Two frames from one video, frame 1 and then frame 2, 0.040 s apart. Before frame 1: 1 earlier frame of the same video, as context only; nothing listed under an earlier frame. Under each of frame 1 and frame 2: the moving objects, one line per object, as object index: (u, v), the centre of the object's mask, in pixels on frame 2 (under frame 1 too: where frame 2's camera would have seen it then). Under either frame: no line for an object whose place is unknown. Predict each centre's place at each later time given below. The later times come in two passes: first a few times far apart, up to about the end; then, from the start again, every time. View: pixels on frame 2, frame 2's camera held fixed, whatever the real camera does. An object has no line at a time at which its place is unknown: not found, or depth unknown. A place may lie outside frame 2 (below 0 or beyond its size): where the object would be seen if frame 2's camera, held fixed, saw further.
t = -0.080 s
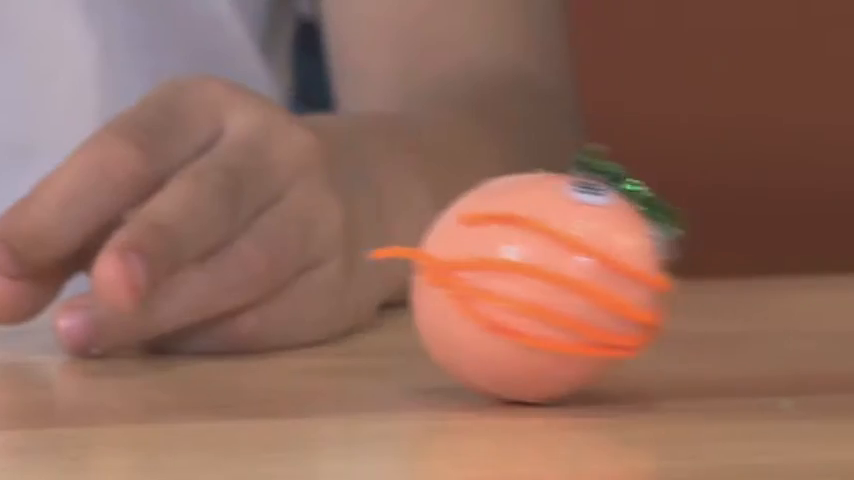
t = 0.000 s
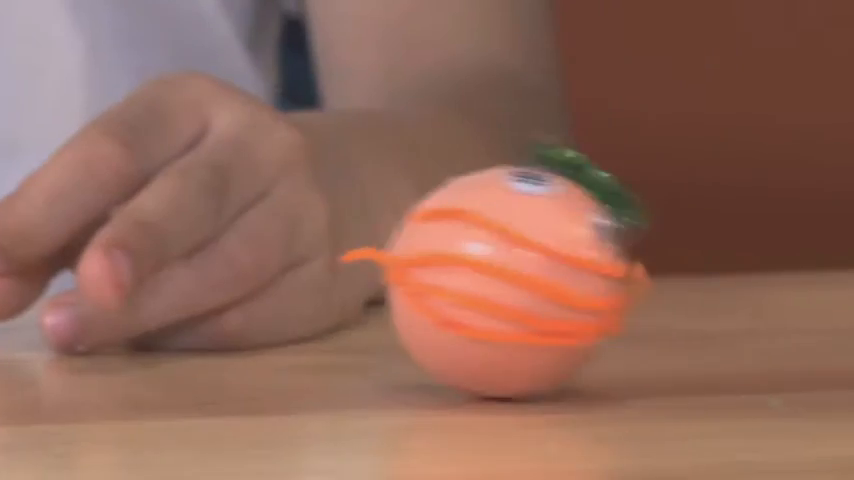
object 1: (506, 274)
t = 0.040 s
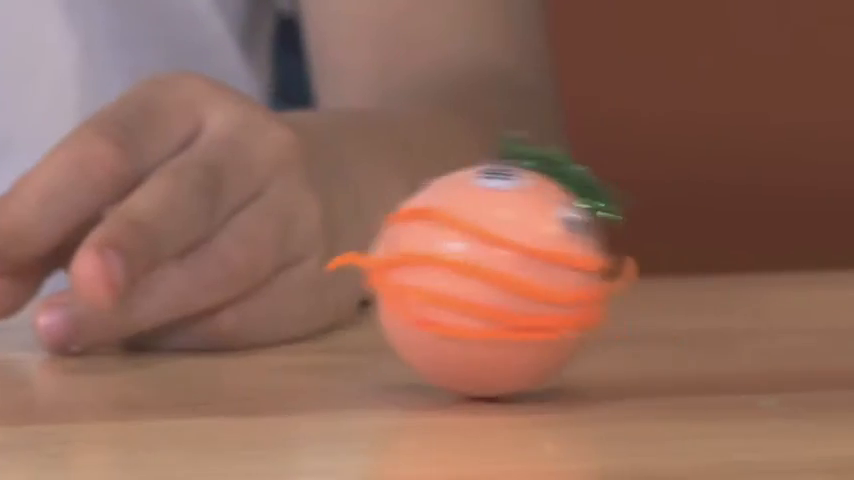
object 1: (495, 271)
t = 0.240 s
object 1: (423, 262)
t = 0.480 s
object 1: (362, 258)
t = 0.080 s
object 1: (481, 269)
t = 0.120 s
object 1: (469, 267)
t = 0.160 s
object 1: (453, 266)
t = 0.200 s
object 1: (438, 263)
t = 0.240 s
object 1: (423, 262)
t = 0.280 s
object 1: (408, 261)
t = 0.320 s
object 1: (395, 261)
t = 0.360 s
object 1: (384, 262)
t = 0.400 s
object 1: (374, 261)
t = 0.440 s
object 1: (366, 259)
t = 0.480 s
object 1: (362, 258)
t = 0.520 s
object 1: (359, 255)
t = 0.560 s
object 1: (359, 253)
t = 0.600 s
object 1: (361, 252)
